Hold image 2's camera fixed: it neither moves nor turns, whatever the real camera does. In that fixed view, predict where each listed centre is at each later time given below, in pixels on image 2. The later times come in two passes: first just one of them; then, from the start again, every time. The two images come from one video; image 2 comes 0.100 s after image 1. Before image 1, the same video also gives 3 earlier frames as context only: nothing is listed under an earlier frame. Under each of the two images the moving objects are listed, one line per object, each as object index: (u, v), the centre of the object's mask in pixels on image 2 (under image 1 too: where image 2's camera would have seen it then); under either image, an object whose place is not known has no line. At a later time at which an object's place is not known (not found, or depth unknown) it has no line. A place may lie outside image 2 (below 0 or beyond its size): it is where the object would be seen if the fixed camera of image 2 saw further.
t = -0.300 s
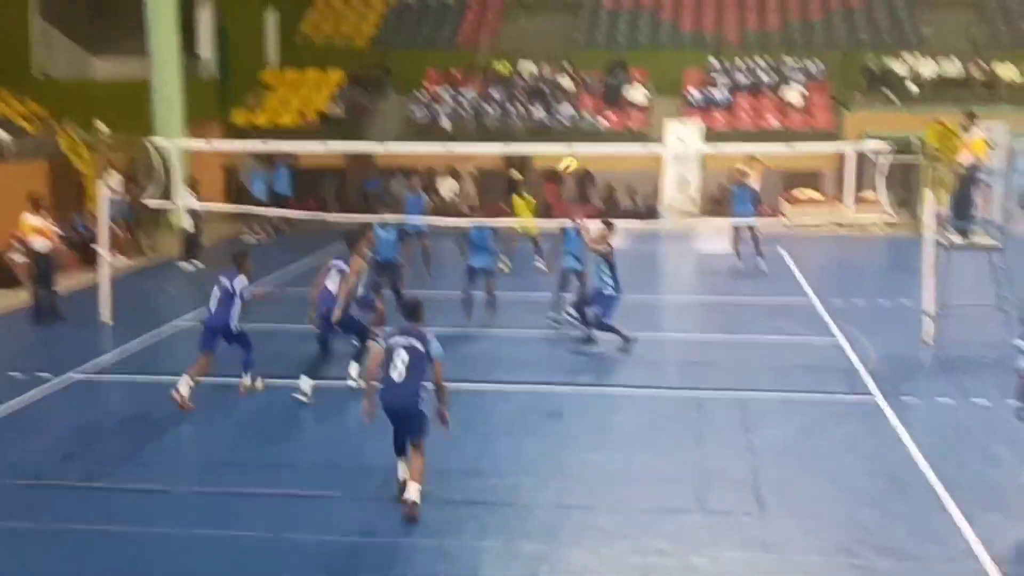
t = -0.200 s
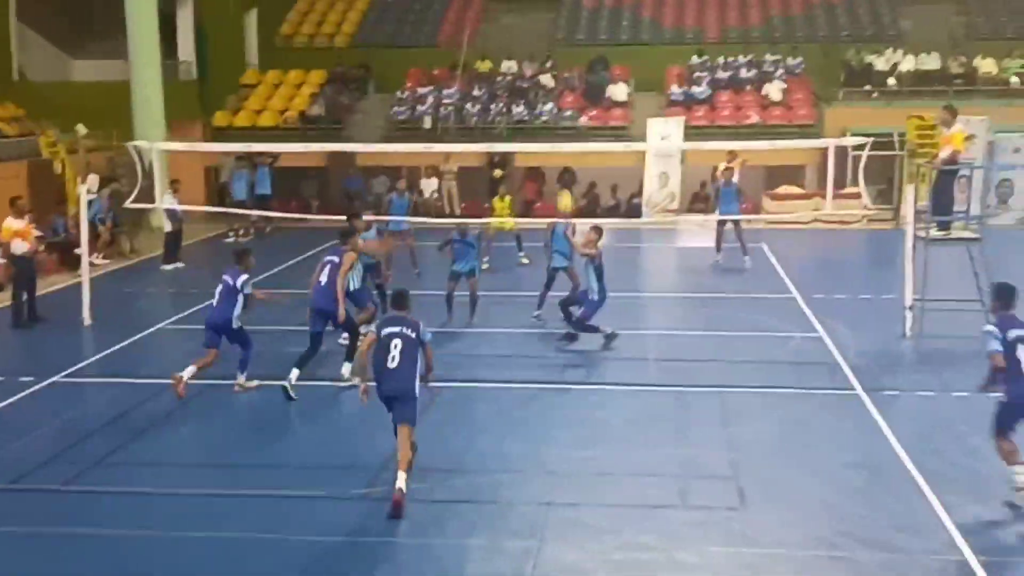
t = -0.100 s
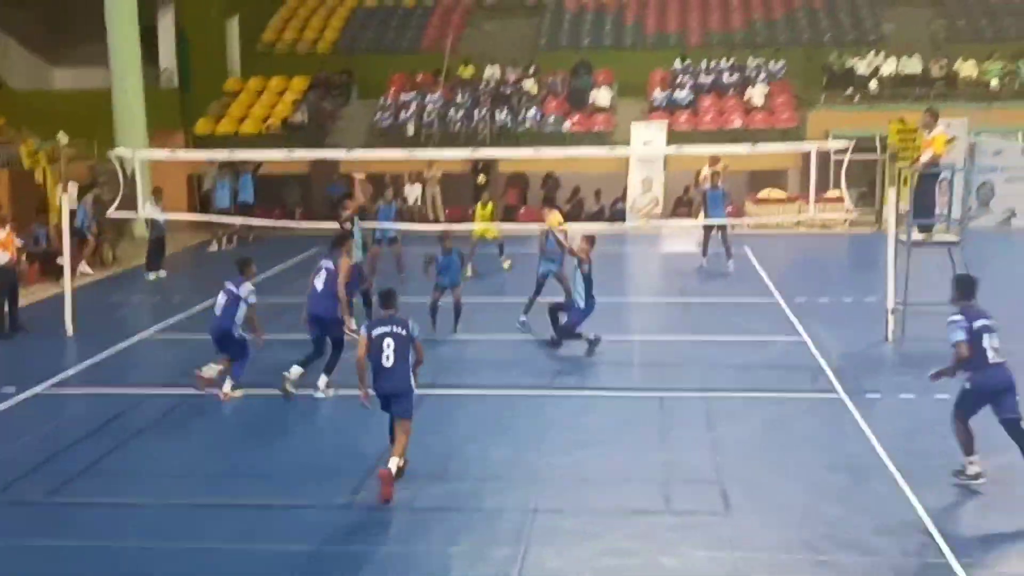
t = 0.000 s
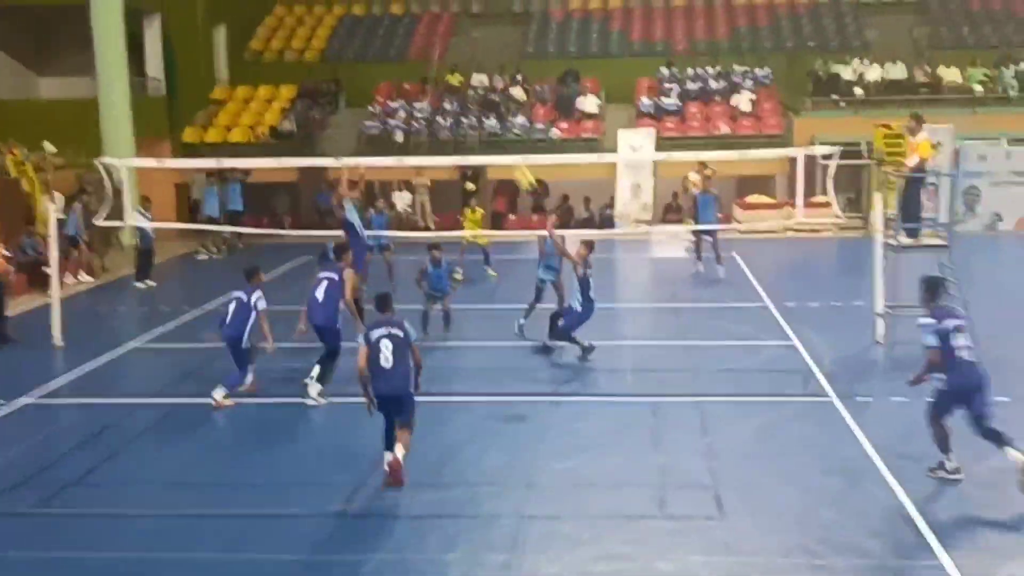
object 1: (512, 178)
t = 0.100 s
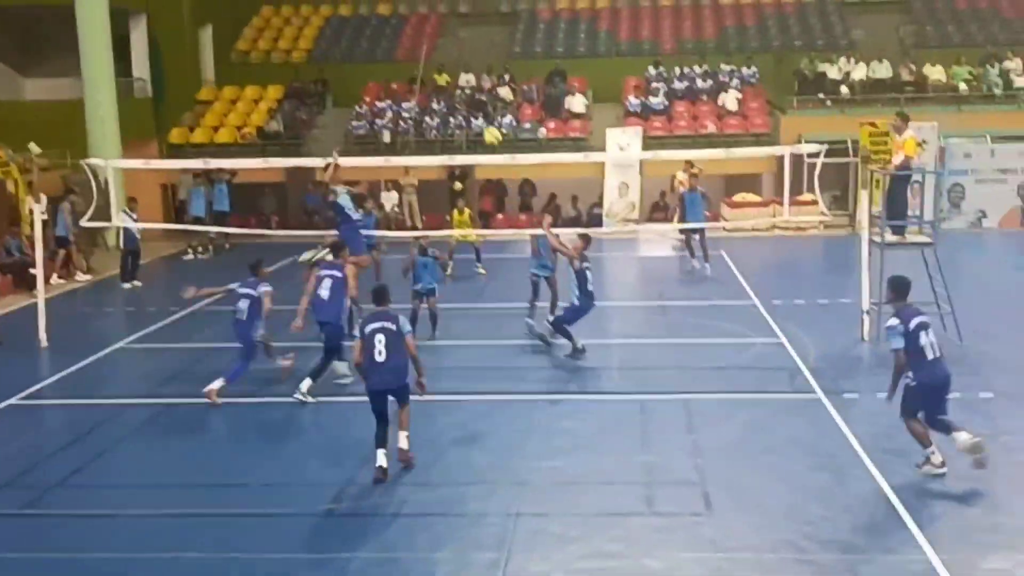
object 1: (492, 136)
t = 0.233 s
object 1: (466, 92)
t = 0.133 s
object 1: (485, 124)
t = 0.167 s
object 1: (478, 111)
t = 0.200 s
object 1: (471, 102)
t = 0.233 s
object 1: (466, 92)
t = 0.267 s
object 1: (458, 84)
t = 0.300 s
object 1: (453, 76)
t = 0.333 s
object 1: (447, 70)
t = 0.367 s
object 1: (440, 64)
